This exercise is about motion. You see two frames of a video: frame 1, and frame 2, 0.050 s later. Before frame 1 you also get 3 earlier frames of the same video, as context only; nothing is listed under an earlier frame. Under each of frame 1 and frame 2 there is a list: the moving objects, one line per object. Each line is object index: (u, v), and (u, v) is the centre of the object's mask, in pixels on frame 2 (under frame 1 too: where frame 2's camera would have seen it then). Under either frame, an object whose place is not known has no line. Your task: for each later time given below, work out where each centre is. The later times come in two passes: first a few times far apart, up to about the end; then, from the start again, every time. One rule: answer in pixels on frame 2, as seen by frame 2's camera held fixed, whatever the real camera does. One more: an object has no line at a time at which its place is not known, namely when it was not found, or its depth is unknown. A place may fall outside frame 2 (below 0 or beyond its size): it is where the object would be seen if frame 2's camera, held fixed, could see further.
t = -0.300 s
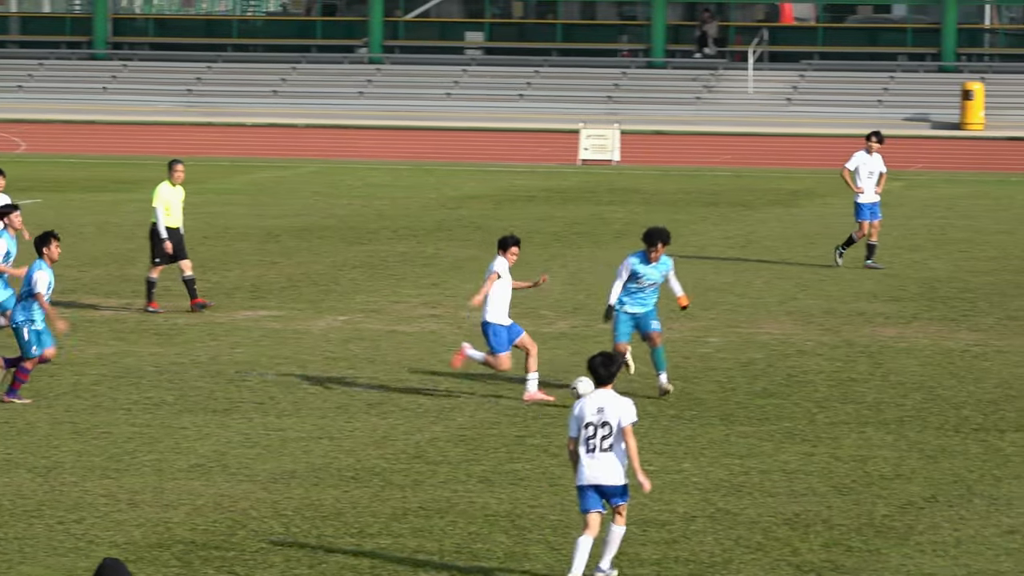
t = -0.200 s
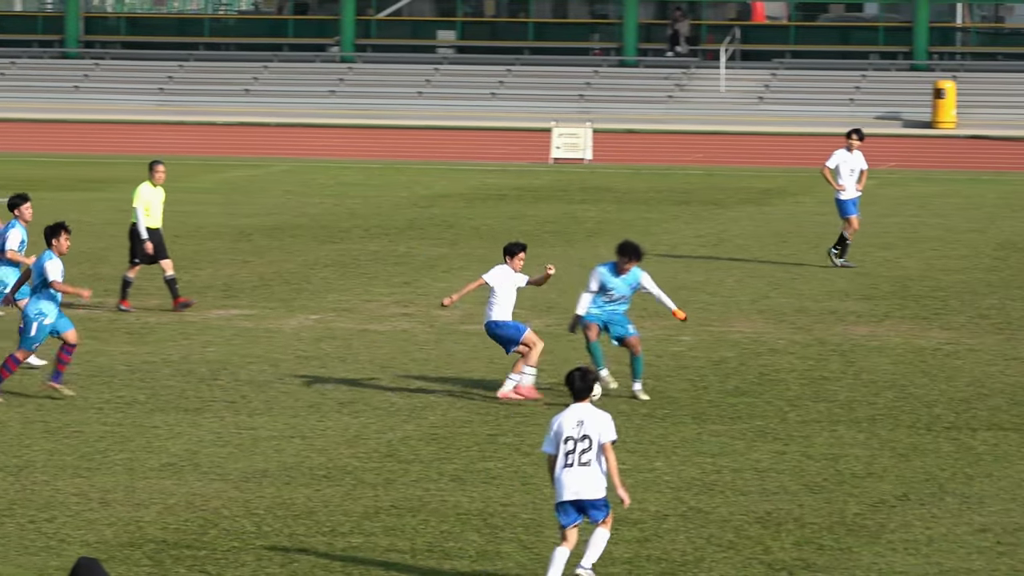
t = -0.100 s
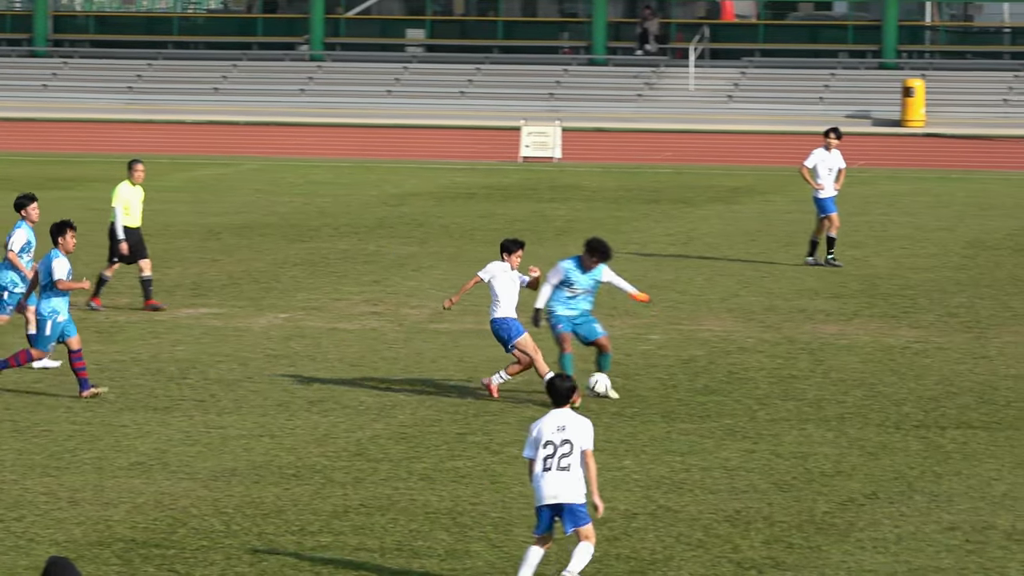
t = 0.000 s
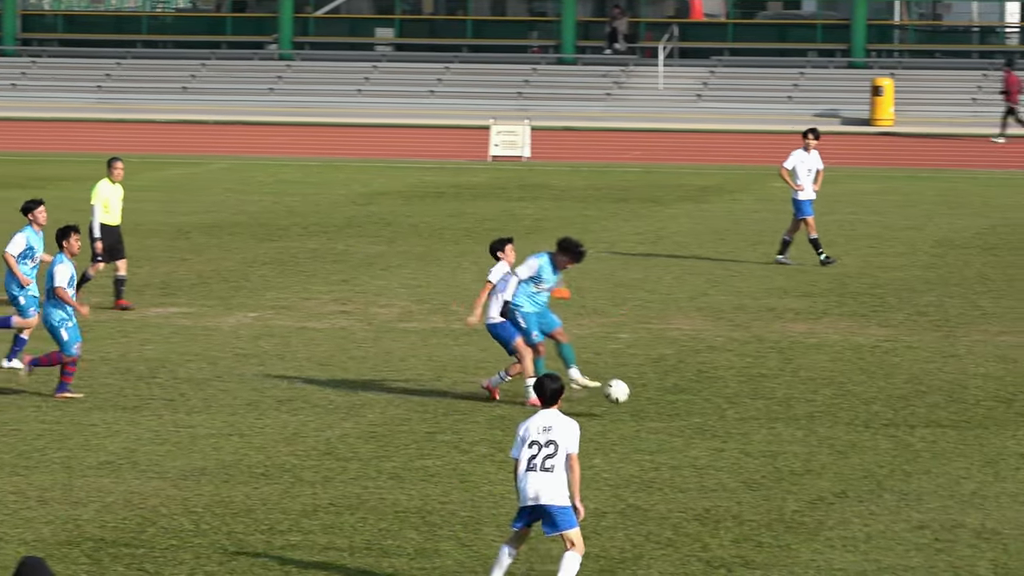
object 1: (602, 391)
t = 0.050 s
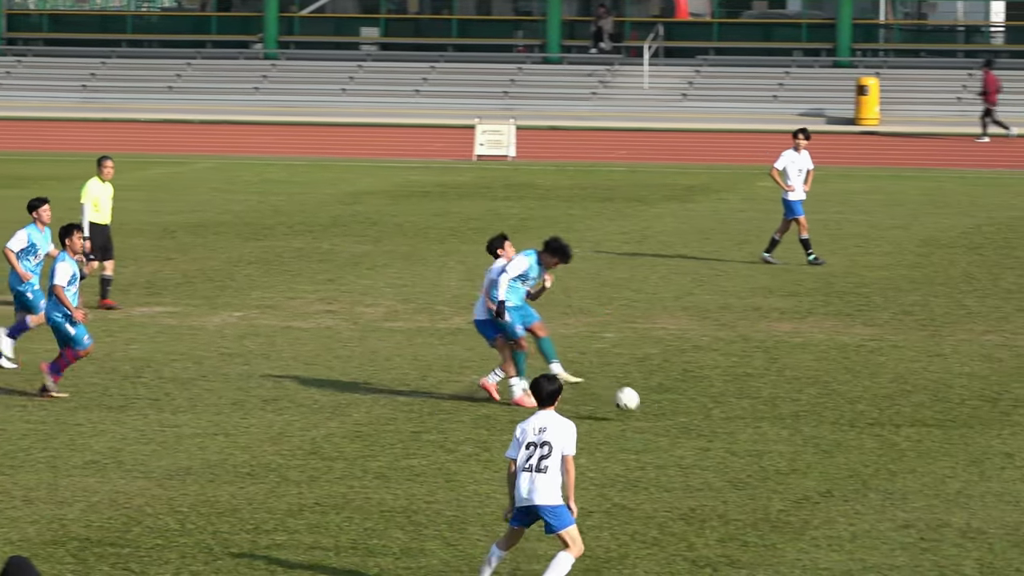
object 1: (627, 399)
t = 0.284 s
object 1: (729, 415)
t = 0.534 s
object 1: (830, 431)
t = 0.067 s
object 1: (635, 402)
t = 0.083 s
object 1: (643, 406)
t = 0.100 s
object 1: (652, 411)
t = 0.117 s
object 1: (660, 414)
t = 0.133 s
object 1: (667, 417)
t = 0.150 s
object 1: (673, 416)
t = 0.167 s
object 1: (681, 414)
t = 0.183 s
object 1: (688, 413)
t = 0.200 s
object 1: (695, 412)
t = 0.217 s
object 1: (702, 412)
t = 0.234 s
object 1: (709, 413)
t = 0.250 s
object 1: (716, 413)
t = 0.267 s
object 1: (723, 414)
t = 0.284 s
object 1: (729, 415)
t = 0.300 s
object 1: (737, 417)
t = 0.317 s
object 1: (743, 418)
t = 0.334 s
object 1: (750, 420)
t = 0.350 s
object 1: (757, 422)
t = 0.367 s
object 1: (764, 425)
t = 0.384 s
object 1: (771, 429)
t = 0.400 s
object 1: (779, 432)
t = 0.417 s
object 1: (785, 432)
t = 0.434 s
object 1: (792, 432)
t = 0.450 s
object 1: (798, 431)
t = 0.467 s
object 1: (804, 430)
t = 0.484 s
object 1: (811, 430)
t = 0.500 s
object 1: (817, 430)
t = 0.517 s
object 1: (824, 431)
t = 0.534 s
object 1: (830, 431)
